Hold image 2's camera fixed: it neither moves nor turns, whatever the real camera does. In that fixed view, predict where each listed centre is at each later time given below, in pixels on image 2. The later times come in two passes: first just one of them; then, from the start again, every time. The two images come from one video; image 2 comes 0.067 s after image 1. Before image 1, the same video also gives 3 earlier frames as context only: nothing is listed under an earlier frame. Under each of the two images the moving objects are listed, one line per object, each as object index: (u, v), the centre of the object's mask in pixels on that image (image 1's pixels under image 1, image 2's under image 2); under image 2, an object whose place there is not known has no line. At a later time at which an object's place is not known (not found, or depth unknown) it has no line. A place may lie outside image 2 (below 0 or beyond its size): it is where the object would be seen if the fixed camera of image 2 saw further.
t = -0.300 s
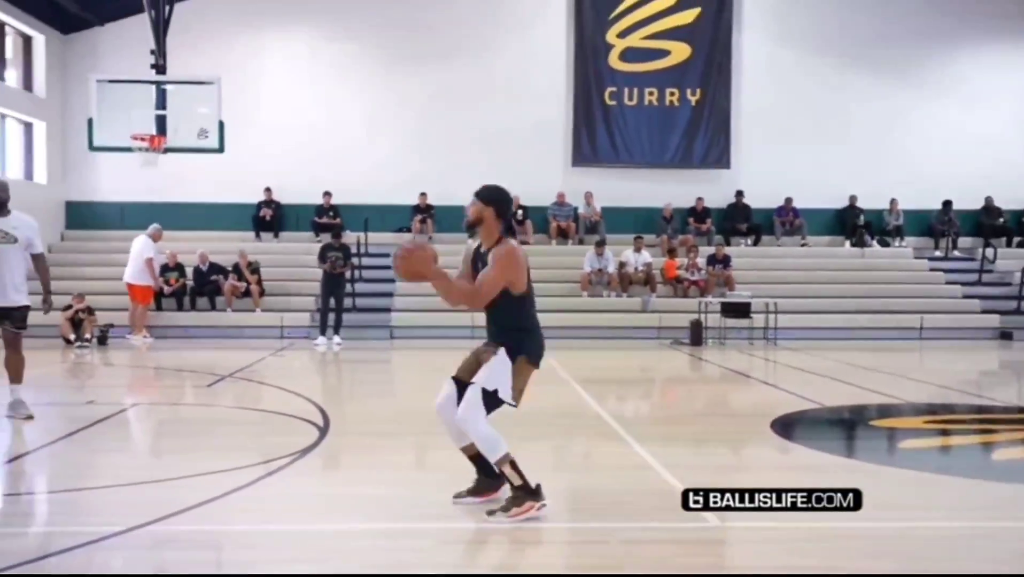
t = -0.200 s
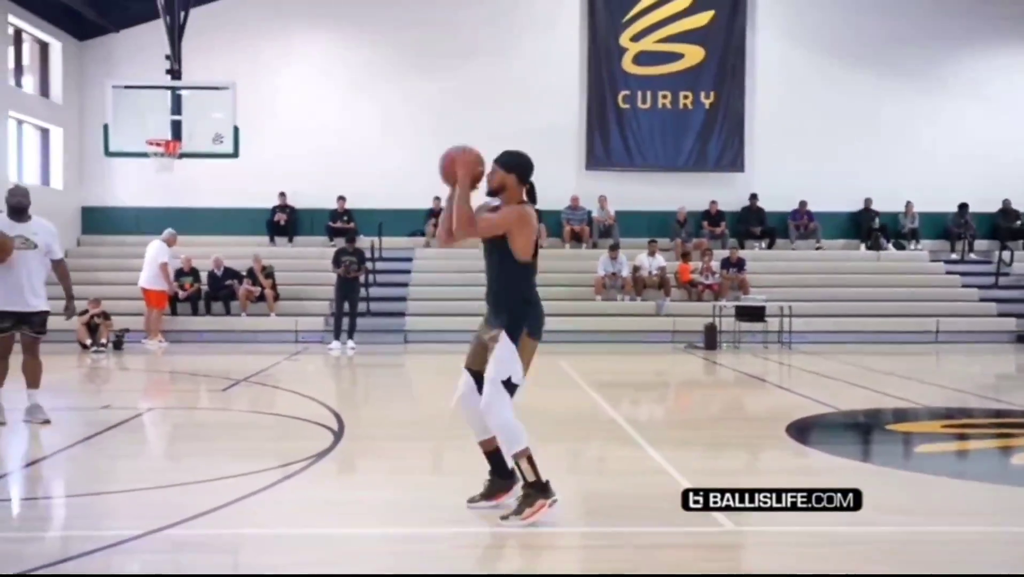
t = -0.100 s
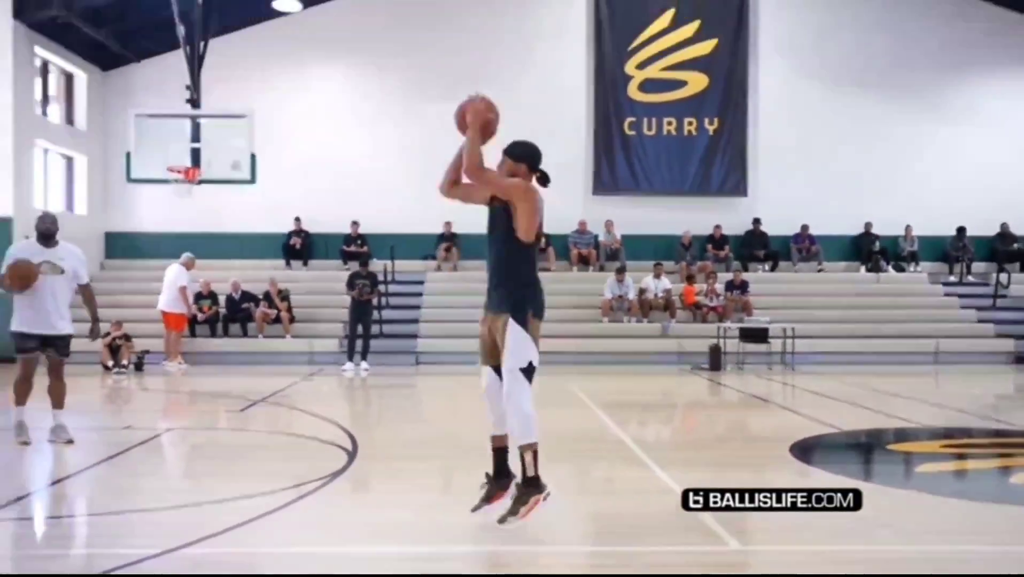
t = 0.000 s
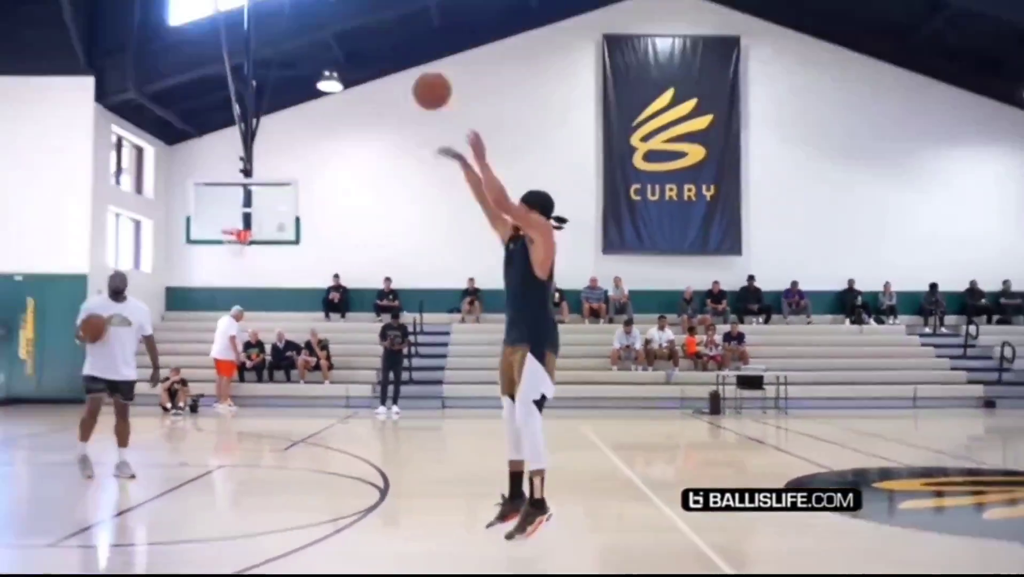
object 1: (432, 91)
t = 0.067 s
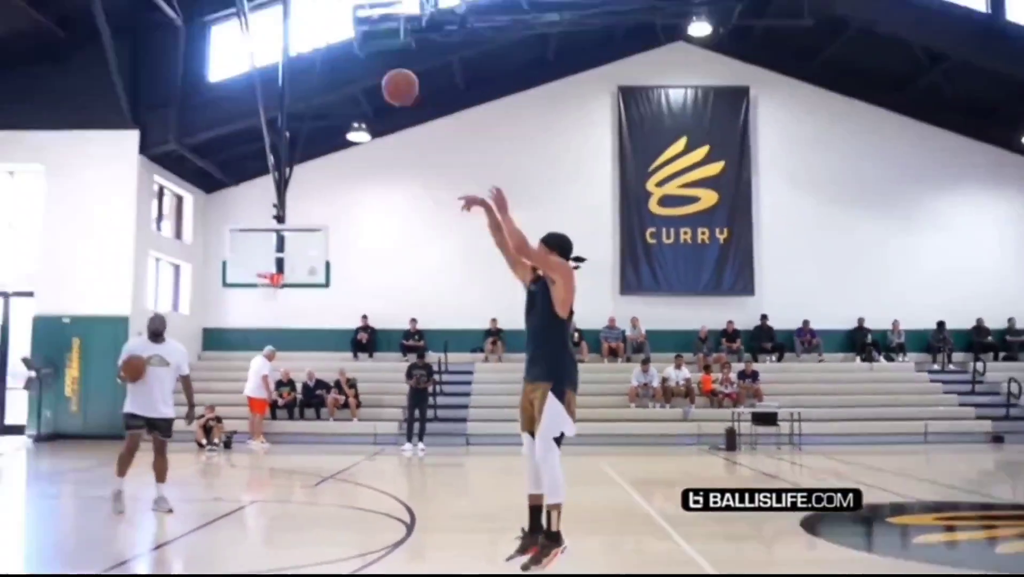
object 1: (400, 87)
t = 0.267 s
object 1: (254, -22)
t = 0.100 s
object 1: (374, 64)
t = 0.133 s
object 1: (349, 44)
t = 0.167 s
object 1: (323, 23)
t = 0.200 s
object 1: (298, 3)
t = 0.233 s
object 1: (276, -11)
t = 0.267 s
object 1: (254, -22)
